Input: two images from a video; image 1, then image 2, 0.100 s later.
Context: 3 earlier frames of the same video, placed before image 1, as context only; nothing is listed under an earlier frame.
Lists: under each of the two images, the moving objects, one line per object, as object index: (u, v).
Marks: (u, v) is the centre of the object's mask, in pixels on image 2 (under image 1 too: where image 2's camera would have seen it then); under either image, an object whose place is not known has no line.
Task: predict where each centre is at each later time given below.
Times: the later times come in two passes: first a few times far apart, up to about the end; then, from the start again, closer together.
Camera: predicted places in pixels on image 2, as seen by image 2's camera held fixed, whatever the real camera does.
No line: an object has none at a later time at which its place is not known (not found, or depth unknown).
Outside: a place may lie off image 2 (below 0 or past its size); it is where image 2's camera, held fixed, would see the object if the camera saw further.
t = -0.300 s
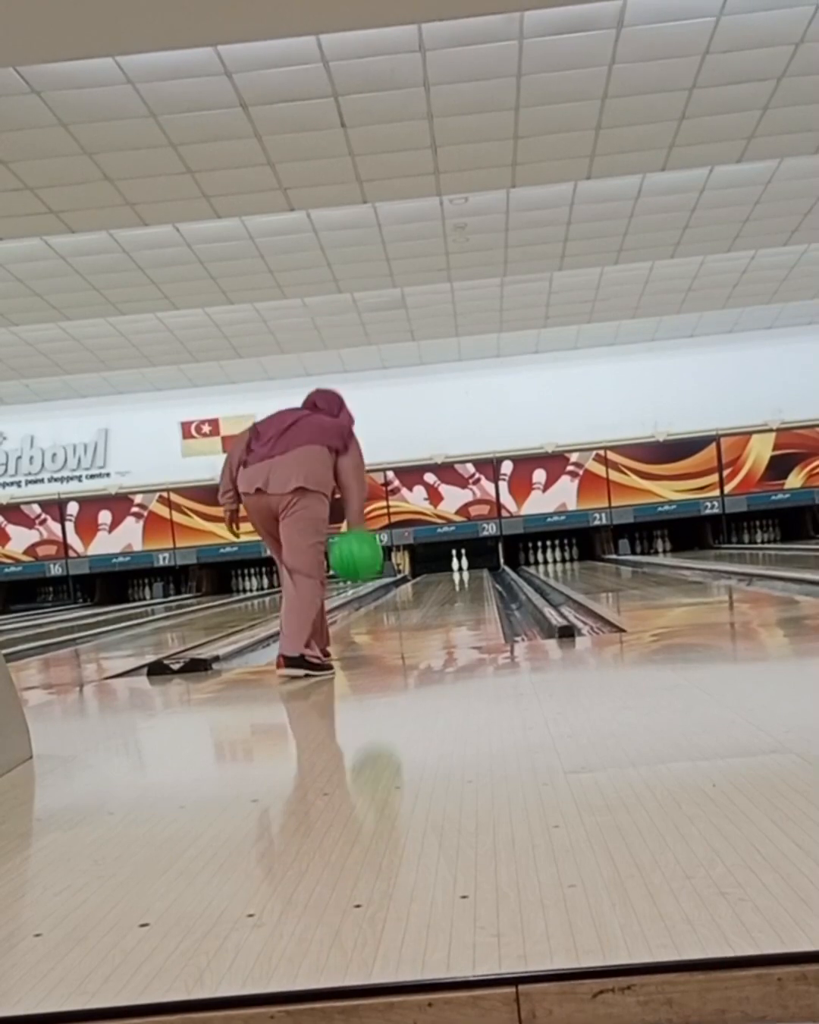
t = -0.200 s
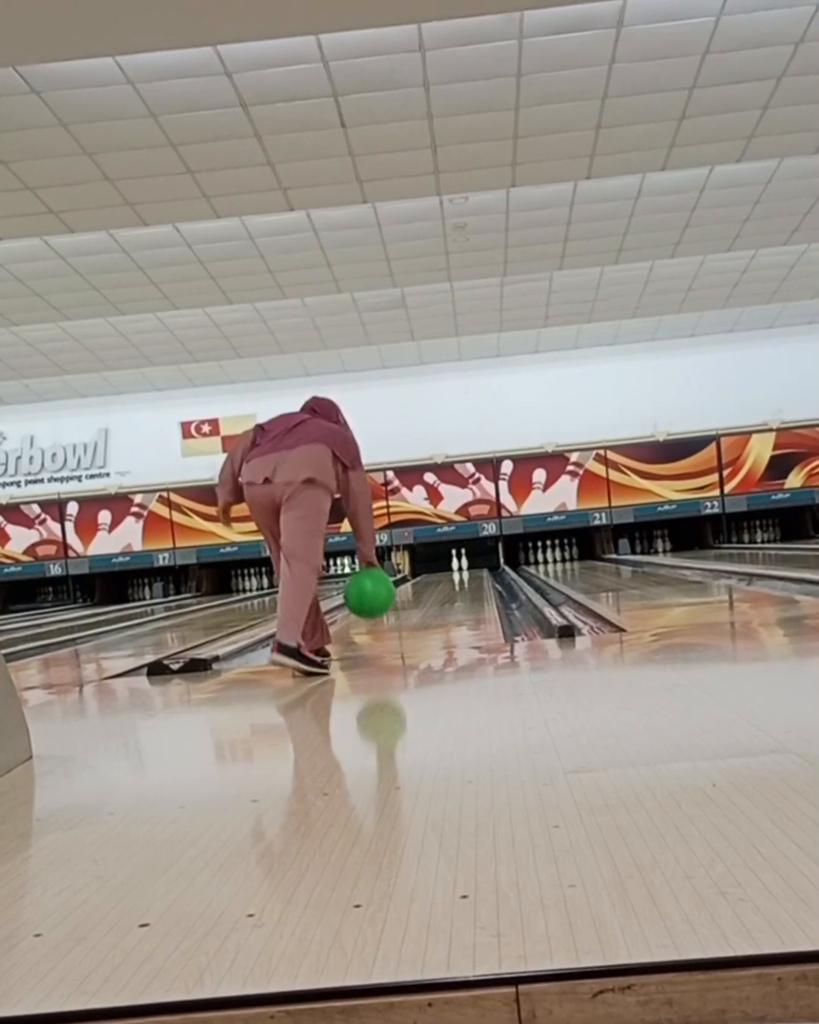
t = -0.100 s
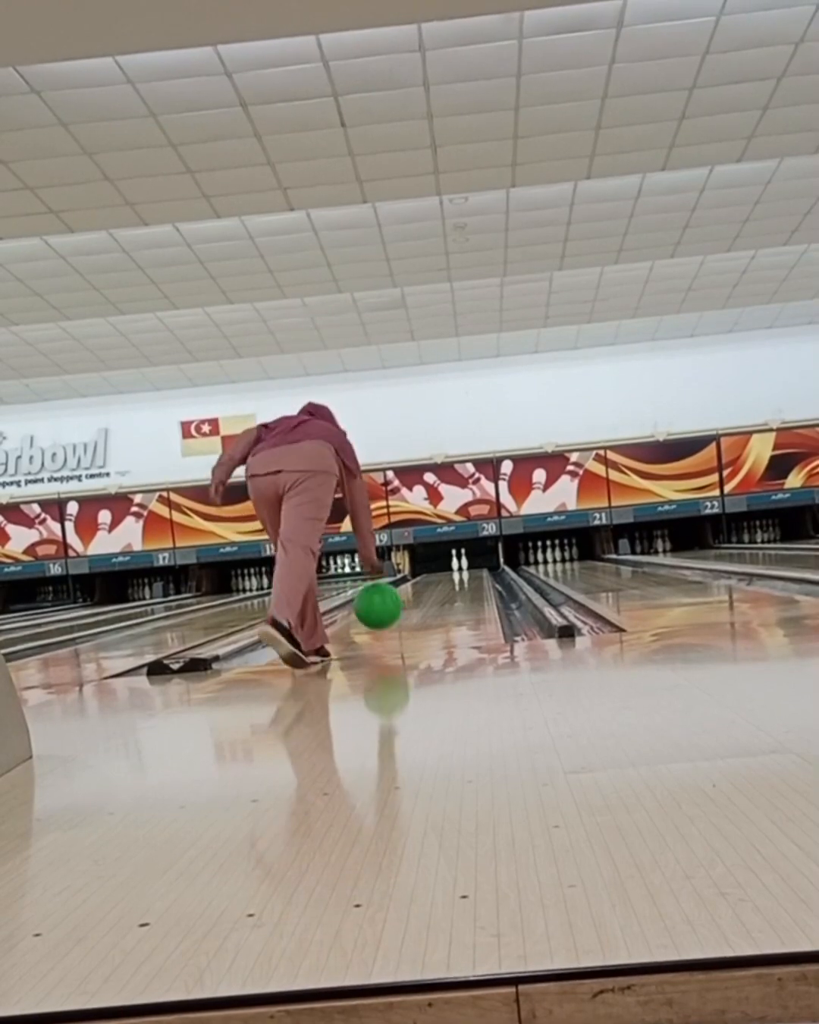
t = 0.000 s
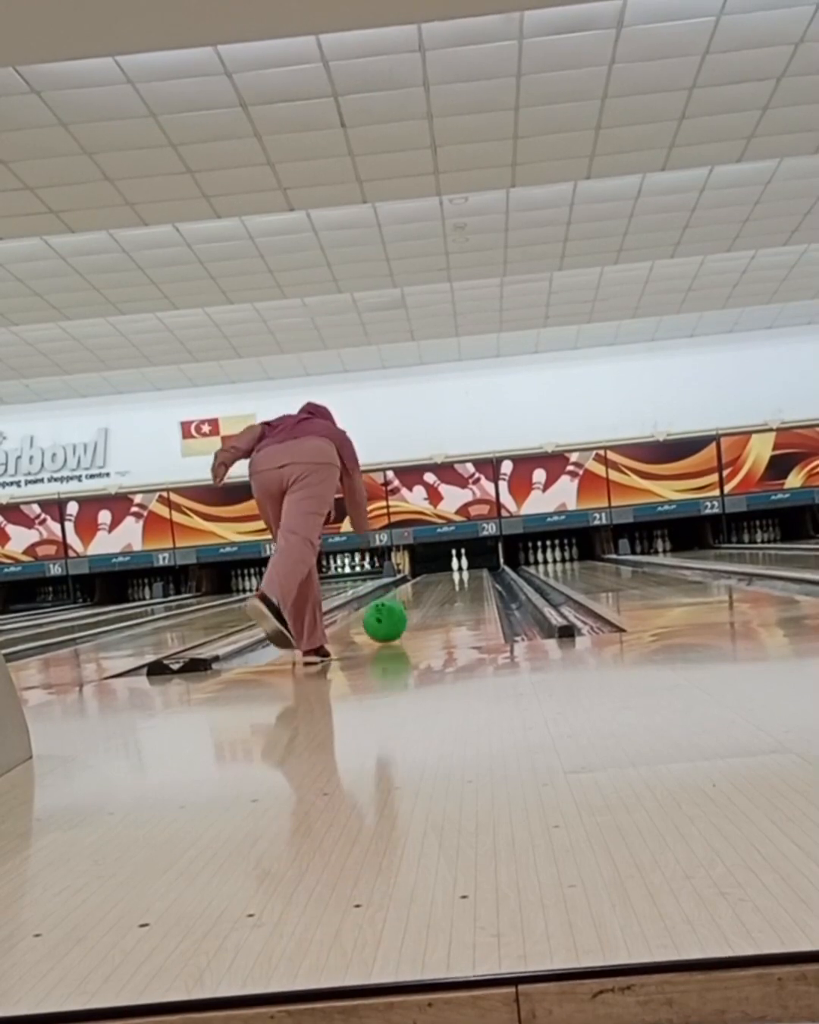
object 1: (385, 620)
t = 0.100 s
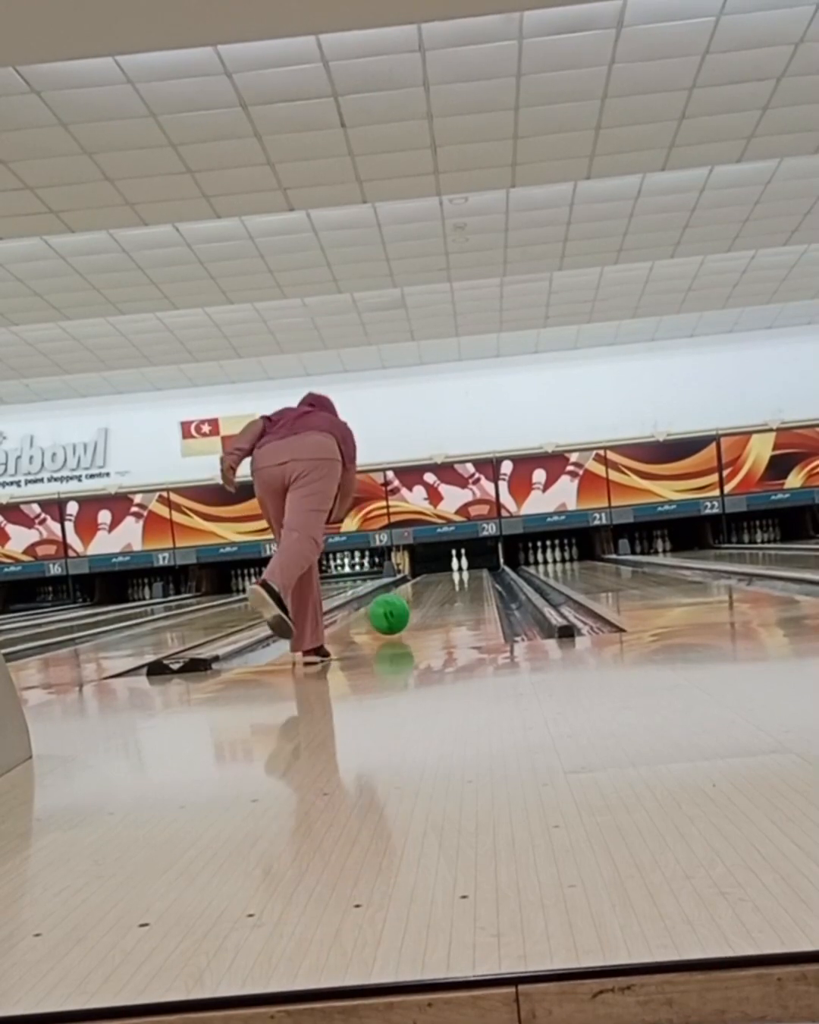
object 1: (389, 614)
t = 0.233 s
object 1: (394, 611)
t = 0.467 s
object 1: (401, 603)
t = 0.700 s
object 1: (407, 597)
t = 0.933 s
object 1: (410, 593)
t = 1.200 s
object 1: (414, 588)
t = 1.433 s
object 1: (418, 585)
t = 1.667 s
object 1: (419, 582)
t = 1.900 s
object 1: (420, 580)
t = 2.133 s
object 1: (421, 578)
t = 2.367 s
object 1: (423, 576)
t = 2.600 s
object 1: (424, 575)
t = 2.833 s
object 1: (425, 574)
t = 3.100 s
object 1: (425, 573)
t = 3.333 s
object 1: (425, 572)
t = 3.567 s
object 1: (426, 571)
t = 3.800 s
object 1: (426, 570)
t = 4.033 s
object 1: (427, 570)
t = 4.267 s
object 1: (427, 569)
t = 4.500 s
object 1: (428, 568)
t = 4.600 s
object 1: (428, 568)
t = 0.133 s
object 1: (391, 614)
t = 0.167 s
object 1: (392, 612)
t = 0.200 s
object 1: (393, 611)
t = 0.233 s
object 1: (394, 611)
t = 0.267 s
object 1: (395, 610)
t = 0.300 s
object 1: (396, 608)
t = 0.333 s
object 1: (398, 607)
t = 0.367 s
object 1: (398, 606)
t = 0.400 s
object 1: (399, 605)
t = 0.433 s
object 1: (400, 604)
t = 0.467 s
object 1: (401, 603)
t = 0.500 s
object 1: (402, 602)
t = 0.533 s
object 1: (403, 601)
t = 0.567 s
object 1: (404, 600)
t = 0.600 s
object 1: (405, 599)
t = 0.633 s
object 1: (405, 598)
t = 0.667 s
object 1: (406, 598)
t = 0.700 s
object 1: (407, 597)
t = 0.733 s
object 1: (407, 596)
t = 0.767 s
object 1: (408, 596)
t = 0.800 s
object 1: (408, 595)
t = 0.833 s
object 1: (409, 594)
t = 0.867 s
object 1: (409, 594)
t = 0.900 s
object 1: (409, 594)
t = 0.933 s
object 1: (410, 593)
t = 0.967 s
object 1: (411, 592)
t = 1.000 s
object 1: (412, 591)
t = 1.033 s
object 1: (412, 591)
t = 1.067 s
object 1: (412, 591)
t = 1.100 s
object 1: (413, 590)
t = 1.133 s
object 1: (414, 589)
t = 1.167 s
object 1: (414, 589)
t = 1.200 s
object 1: (414, 588)
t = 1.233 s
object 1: (415, 588)
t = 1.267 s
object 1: (416, 587)
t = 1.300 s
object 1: (416, 587)
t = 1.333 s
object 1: (416, 586)
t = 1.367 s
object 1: (417, 586)
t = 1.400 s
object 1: (417, 585)
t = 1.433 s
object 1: (418, 585)
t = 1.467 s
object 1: (418, 585)
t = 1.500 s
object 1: (418, 584)
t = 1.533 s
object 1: (418, 584)
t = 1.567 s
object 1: (419, 583)
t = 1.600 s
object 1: (419, 583)
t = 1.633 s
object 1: (419, 583)
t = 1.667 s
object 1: (419, 582)
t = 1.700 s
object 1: (420, 582)
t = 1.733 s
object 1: (420, 582)
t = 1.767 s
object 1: (420, 581)
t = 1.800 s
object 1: (420, 581)
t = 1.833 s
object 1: (420, 581)
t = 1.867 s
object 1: (420, 580)
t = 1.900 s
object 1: (420, 580)
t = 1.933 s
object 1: (421, 580)
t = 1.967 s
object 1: (421, 580)
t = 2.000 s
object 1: (421, 579)
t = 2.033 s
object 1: (421, 579)
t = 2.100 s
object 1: (421, 578)
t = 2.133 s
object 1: (421, 578)
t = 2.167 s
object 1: (422, 578)
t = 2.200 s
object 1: (422, 578)
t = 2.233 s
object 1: (422, 578)
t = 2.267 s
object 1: (422, 577)
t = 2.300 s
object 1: (423, 577)
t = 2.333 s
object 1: (423, 577)
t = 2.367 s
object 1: (423, 576)
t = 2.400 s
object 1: (423, 576)
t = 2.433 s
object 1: (424, 576)
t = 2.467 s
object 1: (424, 576)
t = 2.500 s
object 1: (424, 575)
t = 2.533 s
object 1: (424, 575)
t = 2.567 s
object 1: (424, 575)
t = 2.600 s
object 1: (424, 575)
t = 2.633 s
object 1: (425, 575)
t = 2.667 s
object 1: (424, 574)
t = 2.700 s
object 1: (424, 574)
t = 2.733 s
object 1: (425, 574)
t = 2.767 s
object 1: (425, 574)
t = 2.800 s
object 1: (425, 574)
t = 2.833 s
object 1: (425, 574)
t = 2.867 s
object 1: (425, 573)
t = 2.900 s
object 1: (425, 573)
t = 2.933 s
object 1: (425, 573)
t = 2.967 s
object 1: (425, 573)
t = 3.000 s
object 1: (425, 573)
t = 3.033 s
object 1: (425, 573)
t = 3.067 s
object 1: (425, 573)
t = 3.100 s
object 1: (425, 573)
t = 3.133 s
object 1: (425, 572)
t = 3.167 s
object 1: (425, 572)
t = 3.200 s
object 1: (425, 572)
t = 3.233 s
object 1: (425, 572)
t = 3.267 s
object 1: (425, 572)
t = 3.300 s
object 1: (425, 572)
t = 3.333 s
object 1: (425, 572)
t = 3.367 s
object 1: (426, 572)
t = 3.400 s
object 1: (426, 571)
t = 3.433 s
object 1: (426, 571)
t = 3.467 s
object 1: (426, 571)
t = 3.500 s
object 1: (426, 571)
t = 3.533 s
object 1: (426, 571)
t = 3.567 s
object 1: (426, 571)
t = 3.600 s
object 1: (426, 571)
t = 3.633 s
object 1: (426, 571)
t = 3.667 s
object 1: (426, 570)
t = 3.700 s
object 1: (426, 570)
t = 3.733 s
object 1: (426, 570)
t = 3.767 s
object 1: (426, 570)
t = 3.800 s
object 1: (426, 570)
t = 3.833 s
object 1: (426, 570)
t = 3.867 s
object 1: (426, 570)
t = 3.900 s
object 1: (426, 570)
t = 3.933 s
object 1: (426, 570)
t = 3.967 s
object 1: (427, 570)
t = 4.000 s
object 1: (427, 570)
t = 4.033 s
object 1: (427, 570)
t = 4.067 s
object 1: (427, 569)
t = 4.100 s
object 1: (427, 569)
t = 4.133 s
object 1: (427, 569)
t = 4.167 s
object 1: (427, 569)
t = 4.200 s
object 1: (427, 569)
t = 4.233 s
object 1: (427, 569)
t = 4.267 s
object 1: (427, 569)
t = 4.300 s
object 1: (428, 569)
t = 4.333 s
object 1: (427, 569)
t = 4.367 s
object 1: (428, 568)
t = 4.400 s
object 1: (428, 568)
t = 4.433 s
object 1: (428, 568)
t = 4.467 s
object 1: (428, 568)
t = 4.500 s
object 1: (428, 568)
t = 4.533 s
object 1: (428, 568)
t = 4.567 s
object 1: (428, 568)
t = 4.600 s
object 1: (428, 568)
